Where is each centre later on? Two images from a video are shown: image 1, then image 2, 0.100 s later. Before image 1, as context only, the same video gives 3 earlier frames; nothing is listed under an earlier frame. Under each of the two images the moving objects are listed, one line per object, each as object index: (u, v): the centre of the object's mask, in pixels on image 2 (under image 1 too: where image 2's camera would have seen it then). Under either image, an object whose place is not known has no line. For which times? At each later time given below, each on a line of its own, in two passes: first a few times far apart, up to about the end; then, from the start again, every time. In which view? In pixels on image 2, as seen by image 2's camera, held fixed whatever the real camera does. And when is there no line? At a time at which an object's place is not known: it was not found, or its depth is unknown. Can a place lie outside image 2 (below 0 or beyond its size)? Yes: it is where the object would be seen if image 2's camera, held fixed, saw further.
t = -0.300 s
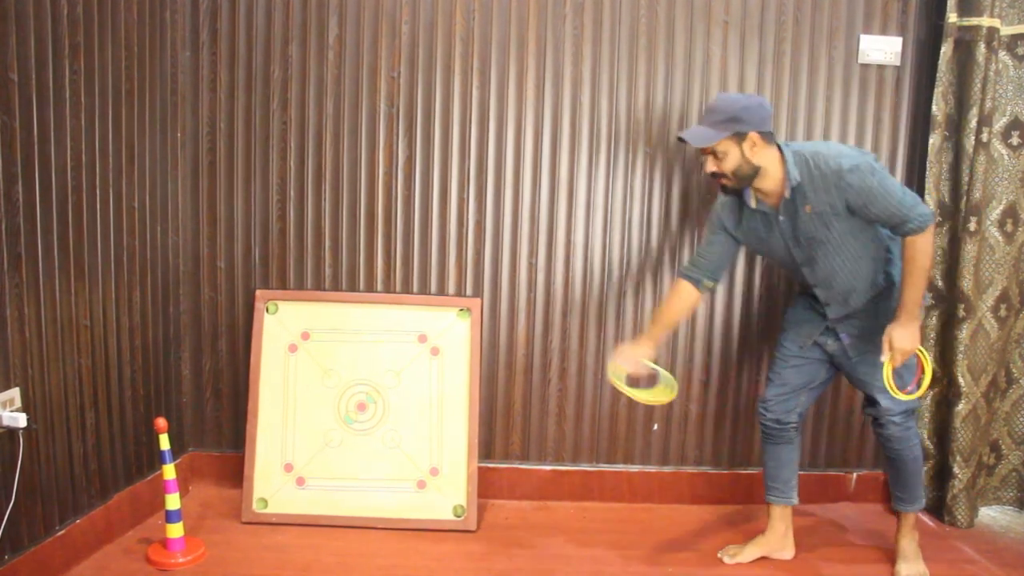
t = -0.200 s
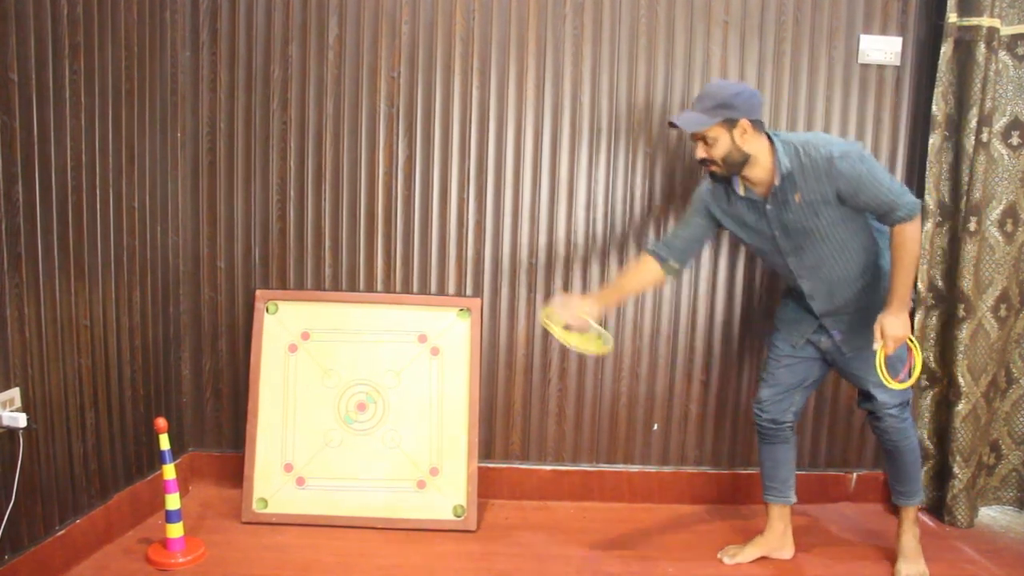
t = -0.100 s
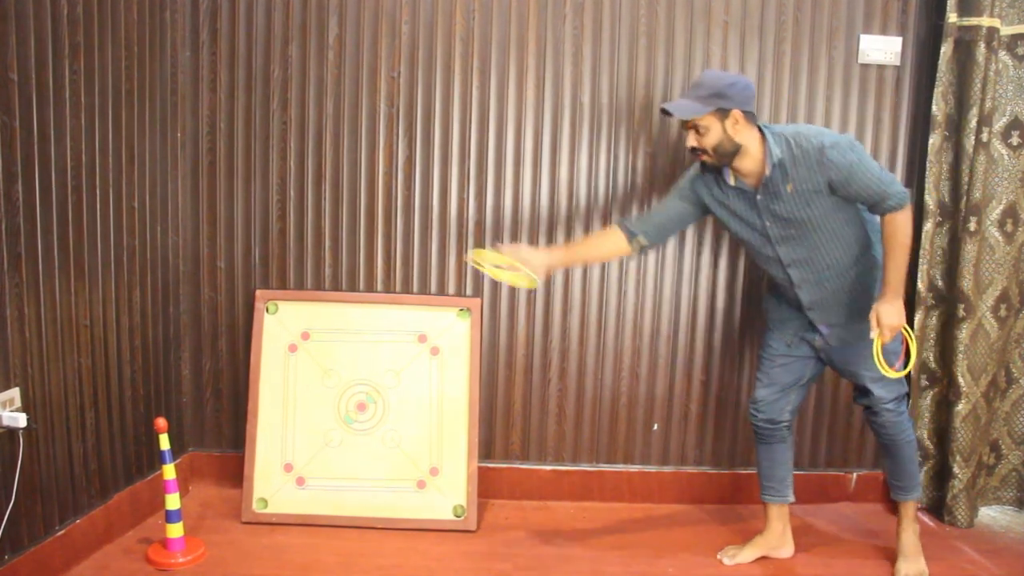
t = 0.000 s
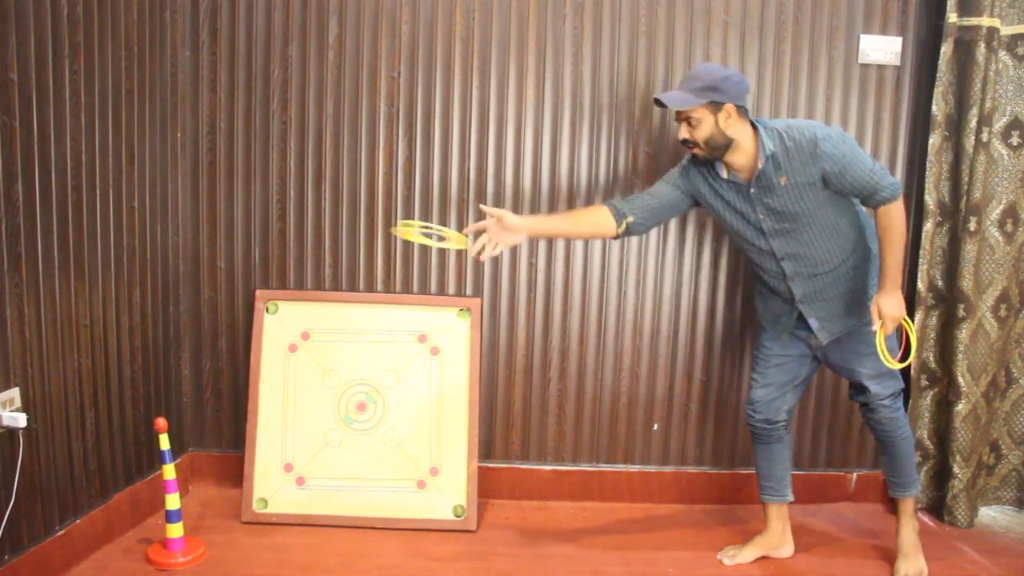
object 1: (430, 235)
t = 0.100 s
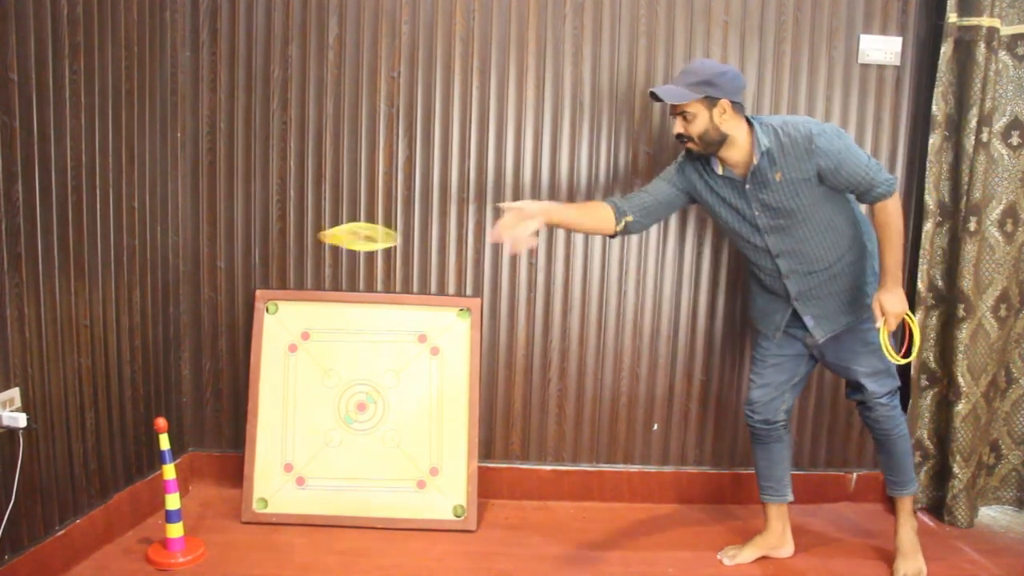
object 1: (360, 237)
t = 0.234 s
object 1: (264, 291)
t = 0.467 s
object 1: (137, 485)
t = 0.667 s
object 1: (173, 526)
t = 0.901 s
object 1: (166, 543)
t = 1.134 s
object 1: (169, 546)
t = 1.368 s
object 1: (168, 546)
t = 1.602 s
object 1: (168, 546)
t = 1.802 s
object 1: (168, 546)
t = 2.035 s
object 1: (168, 546)
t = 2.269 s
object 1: (168, 546)
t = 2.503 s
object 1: (168, 546)
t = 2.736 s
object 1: (168, 546)
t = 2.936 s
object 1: (168, 546)
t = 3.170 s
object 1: (168, 546)
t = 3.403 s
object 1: (167, 546)
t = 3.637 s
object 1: (167, 546)
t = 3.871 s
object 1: (167, 546)
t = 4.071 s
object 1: (167, 546)
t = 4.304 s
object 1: (168, 546)
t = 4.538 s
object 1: (168, 546)
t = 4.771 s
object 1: (168, 546)
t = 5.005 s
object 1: (168, 546)
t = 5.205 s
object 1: (168, 546)
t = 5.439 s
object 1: (168, 546)
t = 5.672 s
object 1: (168, 546)
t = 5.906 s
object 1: (168, 546)
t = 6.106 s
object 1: (168, 546)
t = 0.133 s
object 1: (336, 245)
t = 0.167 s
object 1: (312, 257)
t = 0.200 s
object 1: (289, 273)
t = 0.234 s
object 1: (264, 291)
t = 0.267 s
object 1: (237, 315)
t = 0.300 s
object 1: (222, 341)
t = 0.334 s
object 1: (202, 370)
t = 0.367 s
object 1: (184, 400)
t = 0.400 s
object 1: (167, 433)
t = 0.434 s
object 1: (146, 460)
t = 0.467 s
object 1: (137, 485)
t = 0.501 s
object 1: (156, 504)
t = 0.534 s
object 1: (148, 533)
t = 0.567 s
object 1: (169, 533)
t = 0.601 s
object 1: (170, 528)
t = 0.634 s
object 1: (171, 525)
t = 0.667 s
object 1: (173, 526)
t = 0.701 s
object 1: (171, 529)
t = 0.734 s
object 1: (169, 533)
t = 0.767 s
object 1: (168, 534)
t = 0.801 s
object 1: (167, 536)
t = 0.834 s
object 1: (166, 539)
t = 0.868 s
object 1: (166, 540)
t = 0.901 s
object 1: (166, 543)
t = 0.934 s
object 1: (166, 545)
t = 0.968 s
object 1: (166, 543)
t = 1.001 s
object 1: (166, 542)
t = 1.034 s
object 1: (167, 543)
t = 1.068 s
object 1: (168, 543)
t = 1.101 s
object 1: (169, 544)
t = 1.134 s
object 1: (169, 546)
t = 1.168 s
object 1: (169, 544)
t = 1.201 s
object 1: (169, 545)
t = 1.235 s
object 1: (169, 545)
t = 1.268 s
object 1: (168, 546)
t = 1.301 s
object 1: (168, 546)
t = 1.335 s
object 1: (168, 546)
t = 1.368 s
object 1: (168, 546)
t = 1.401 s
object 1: (168, 546)
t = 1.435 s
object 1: (168, 546)
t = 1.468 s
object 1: (168, 546)
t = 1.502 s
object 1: (168, 546)
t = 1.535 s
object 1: (168, 546)
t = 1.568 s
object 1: (168, 546)
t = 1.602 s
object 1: (168, 546)
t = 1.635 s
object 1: (168, 546)
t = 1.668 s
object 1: (168, 546)
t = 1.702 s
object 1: (168, 546)
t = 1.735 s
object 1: (168, 546)
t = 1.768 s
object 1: (168, 546)
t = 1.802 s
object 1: (168, 546)
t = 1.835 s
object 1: (168, 546)
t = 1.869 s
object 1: (168, 546)
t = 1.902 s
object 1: (168, 546)
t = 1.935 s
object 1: (168, 546)
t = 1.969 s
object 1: (168, 546)
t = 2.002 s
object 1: (168, 546)
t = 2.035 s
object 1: (168, 546)
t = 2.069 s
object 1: (168, 546)
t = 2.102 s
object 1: (168, 546)
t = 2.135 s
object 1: (168, 546)
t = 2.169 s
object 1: (168, 546)
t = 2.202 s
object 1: (168, 546)
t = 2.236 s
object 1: (168, 546)
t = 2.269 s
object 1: (168, 546)
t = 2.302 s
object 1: (168, 546)
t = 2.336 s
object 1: (168, 546)
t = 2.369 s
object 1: (168, 546)
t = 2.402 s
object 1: (168, 546)
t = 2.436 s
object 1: (168, 546)
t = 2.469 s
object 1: (168, 546)
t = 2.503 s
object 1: (168, 546)
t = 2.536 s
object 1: (168, 546)
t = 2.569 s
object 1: (168, 546)
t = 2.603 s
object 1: (168, 546)
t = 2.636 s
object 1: (168, 546)
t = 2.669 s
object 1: (168, 546)
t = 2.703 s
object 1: (168, 546)
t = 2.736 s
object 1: (168, 546)
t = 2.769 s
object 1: (168, 546)
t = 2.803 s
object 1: (168, 546)
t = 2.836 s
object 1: (168, 546)
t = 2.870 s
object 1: (168, 546)
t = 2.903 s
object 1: (168, 546)
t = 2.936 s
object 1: (168, 546)
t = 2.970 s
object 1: (168, 546)
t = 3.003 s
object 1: (168, 546)
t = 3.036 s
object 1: (168, 546)
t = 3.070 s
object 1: (168, 546)
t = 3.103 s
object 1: (168, 546)
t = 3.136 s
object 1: (167, 546)
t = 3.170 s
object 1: (168, 546)
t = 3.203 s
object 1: (167, 546)
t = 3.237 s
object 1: (167, 546)
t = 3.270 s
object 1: (168, 546)
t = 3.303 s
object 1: (167, 546)
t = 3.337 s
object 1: (167, 546)
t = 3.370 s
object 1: (167, 546)
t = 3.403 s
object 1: (167, 546)
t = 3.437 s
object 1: (167, 546)
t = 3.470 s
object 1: (167, 546)
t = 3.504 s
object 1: (167, 546)
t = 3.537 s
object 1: (167, 546)
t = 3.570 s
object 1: (167, 546)
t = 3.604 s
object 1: (167, 546)
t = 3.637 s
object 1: (167, 546)
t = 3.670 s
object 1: (167, 546)
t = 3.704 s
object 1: (167, 546)
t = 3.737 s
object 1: (167, 546)
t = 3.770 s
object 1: (167, 546)
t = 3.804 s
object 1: (167, 546)
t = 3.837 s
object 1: (167, 546)
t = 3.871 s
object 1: (167, 546)
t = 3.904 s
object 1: (167, 546)
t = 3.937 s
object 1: (167, 546)
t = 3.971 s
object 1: (167, 546)
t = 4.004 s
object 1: (167, 546)
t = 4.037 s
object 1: (167, 546)
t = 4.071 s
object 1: (167, 546)
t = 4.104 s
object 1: (168, 546)
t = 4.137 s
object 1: (168, 546)
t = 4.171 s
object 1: (167, 546)
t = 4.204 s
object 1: (168, 546)
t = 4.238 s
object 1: (168, 546)
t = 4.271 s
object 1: (167, 546)
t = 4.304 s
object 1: (168, 546)
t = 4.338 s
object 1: (167, 546)
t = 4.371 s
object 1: (168, 546)
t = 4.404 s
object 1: (168, 546)
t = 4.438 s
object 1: (168, 546)
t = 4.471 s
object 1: (167, 546)
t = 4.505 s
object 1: (168, 546)
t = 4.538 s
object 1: (168, 546)
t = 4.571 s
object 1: (168, 546)
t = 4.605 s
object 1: (168, 546)
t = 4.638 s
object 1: (168, 546)
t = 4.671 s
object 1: (168, 546)
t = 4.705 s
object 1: (168, 546)
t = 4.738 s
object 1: (168, 546)
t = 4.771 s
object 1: (168, 546)
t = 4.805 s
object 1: (168, 546)
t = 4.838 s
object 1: (168, 546)
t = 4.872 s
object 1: (168, 546)
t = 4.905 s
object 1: (168, 546)
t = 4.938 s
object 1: (168, 546)
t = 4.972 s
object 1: (168, 546)
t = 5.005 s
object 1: (168, 546)
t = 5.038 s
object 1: (168, 546)
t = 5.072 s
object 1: (168, 546)
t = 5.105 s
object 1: (168, 546)
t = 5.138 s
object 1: (168, 546)
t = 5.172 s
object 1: (168, 546)
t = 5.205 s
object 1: (168, 546)
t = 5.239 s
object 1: (168, 546)
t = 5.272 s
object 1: (168, 546)
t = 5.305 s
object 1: (168, 546)
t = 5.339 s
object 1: (168, 546)
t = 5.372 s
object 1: (168, 546)
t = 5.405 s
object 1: (168, 546)
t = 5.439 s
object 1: (168, 546)
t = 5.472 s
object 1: (168, 546)
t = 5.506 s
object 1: (167, 546)
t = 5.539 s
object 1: (168, 546)
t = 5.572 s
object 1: (168, 546)
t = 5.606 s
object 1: (168, 546)
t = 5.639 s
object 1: (167, 546)
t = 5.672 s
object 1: (168, 546)
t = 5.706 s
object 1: (168, 546)
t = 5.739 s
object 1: (168, 546)
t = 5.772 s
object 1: (168, 546)
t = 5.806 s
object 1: (168, 546)
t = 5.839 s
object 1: (168, 546)
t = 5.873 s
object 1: (168, 546)
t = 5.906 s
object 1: (168, 546)
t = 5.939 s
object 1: (168, 546)
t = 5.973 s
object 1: (168, 546)
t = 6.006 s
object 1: (168, 546)
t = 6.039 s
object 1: (167, 546)
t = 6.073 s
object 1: (168, 546)
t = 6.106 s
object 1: (168, 546)
